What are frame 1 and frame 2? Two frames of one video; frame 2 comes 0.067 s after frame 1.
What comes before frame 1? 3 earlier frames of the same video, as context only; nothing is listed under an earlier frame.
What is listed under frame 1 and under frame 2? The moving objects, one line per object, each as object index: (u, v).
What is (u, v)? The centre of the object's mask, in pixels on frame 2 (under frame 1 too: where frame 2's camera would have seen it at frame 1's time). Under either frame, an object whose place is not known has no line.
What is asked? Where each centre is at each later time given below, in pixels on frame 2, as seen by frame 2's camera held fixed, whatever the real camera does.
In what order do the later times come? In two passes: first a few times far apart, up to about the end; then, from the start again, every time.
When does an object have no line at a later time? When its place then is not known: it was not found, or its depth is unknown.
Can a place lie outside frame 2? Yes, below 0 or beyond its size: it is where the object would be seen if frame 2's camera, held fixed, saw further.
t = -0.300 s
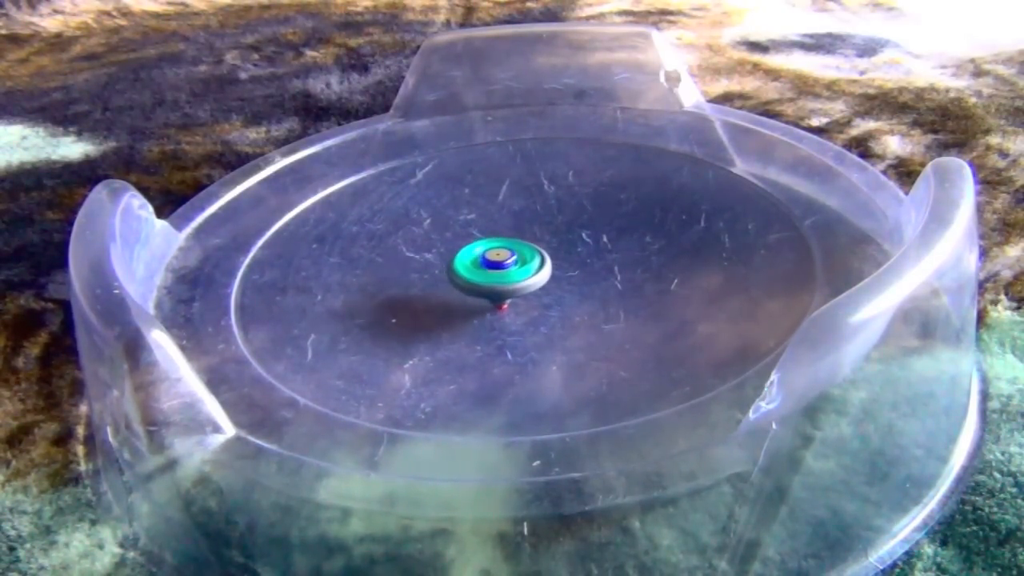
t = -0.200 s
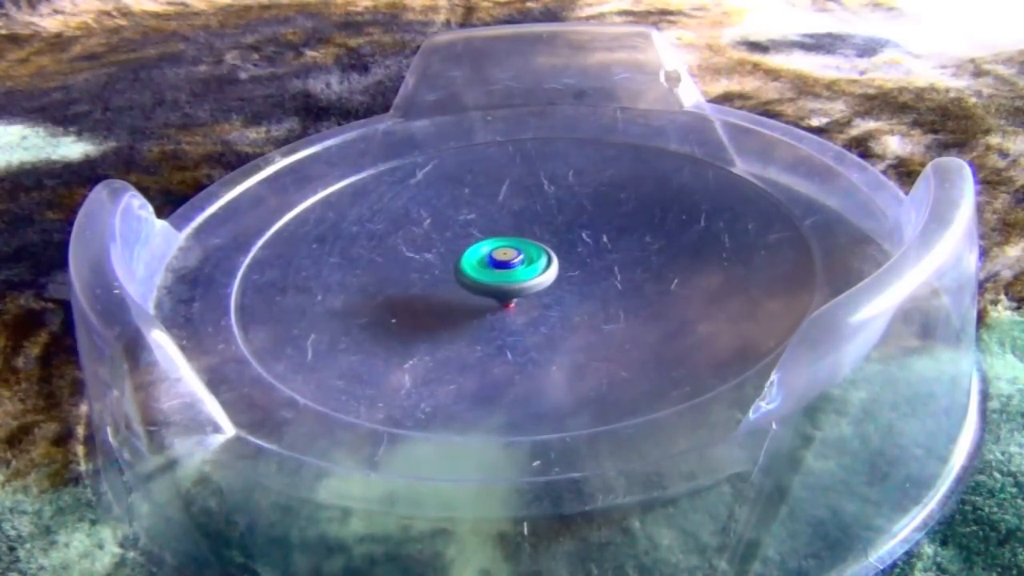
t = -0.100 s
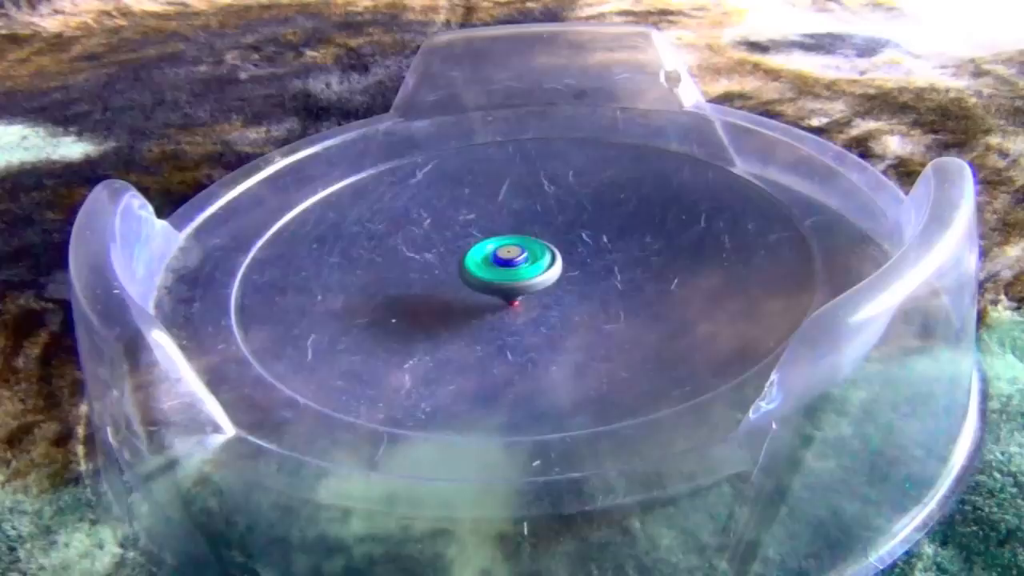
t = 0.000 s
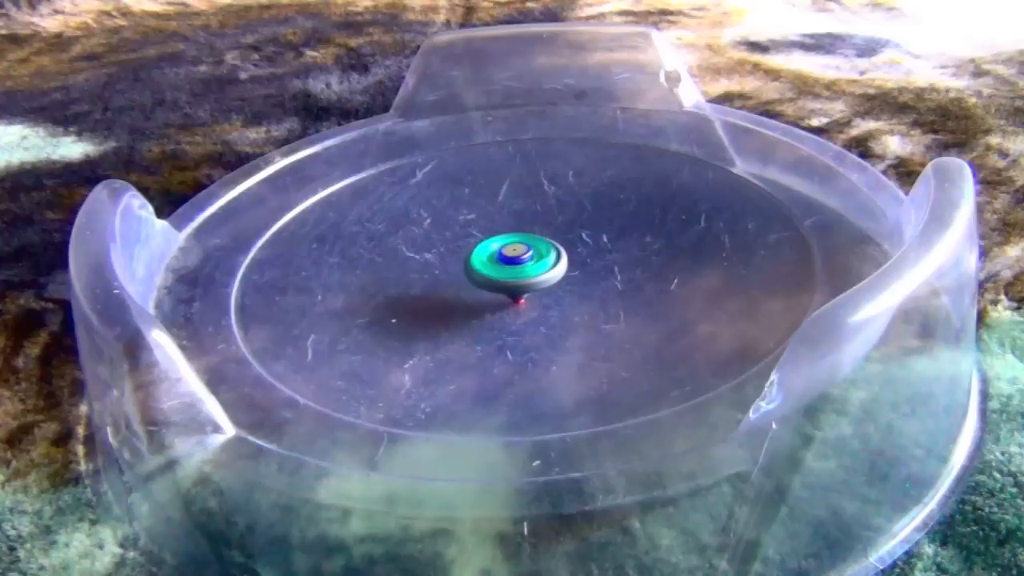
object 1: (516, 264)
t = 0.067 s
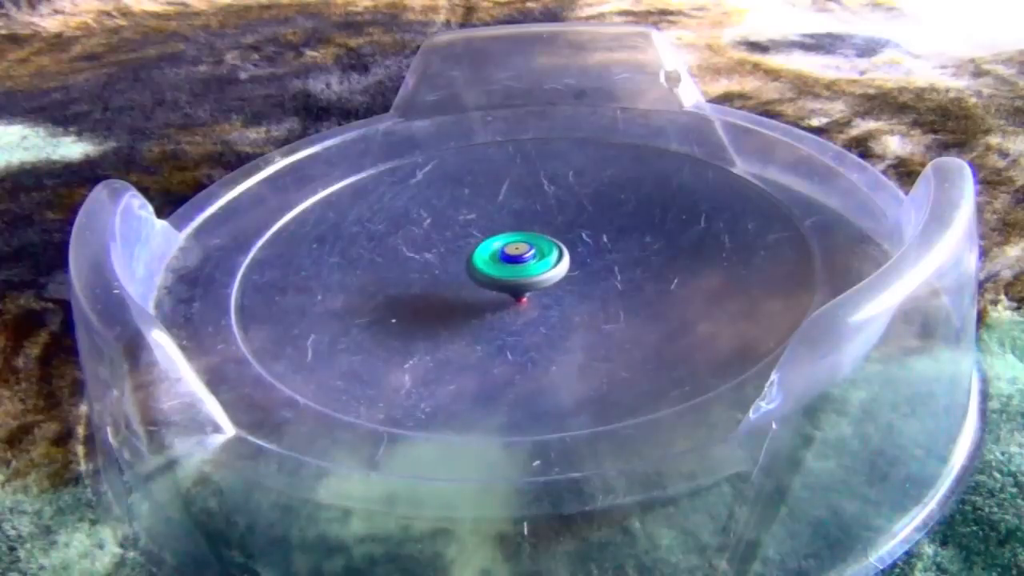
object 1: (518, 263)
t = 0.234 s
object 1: (515, 261)
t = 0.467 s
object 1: (510, 270)
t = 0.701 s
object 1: (519, 278)
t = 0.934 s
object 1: (534, 278)
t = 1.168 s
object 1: (531, 272)
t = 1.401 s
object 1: (503, 274)
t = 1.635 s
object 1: (494, 284)
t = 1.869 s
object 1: (506, 286)
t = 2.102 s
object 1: (511, 274)
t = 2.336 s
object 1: (489, 271)
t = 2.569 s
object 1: (485, 277)
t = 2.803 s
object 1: (513, 274)
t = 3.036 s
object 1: (522, 265)
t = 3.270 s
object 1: (517, 260)
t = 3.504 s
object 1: (505, 266)
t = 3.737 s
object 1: (505, 277)
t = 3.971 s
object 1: (518, 282)
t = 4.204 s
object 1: (529, 279)
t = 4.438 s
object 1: (522, 273)
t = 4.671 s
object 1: (499, 274)
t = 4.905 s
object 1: (491, 279)
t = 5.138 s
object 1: (496, 282)
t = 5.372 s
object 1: (512, 277)
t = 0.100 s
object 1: (518, 262)
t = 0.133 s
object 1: (518, 262)
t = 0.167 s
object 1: (518, 261)
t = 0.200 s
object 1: (517, 261)
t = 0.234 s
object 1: (515, 261)
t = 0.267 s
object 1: (513, 261)
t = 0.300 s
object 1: (512, 262)
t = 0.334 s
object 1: (512, 263)
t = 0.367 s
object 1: (511, 265)
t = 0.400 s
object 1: (511, 266)
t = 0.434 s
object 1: (510, 268)
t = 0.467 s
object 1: (510, 270)
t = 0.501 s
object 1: (510, 272)
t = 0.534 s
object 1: (511, 273)
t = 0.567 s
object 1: (513, 275)
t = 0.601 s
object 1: (514, 276)
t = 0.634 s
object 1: (516, 277)
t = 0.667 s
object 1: (518, 278)
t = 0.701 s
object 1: (519, 278)
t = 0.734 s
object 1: (521, 279)
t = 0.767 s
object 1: (523, 279)
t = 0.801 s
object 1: (526, 279)
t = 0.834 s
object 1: (529, 279)
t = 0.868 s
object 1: (531, 279)
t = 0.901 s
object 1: (533, 278)
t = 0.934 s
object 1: (534, 278)
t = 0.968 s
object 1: (535, 277)
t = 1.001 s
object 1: (536, 277)
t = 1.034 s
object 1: (537, 276)
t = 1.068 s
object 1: (537, 275)
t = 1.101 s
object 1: (536, 274)
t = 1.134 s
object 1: (535, 273)
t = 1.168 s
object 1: (531, 272)
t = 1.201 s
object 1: (528, 272)
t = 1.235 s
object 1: (524, 273)
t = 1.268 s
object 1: (520, 272)
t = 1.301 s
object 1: (516, 273)
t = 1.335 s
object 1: (512, 273)
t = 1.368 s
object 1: (508, 274)
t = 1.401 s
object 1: (503, 274)
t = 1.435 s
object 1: (500, 275)
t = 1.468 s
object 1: (498, 277)
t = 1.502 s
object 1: (496, 278)
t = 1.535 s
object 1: (495, 280)
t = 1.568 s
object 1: (494, 281)
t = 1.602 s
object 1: (494, 283)
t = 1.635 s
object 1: (494, 284)
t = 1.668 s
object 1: (495, 285)
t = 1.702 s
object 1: (495, 285)
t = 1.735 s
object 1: (497, 286)
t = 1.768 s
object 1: (498, 286)
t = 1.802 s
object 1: (500, 287)
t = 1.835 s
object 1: (503, 286)
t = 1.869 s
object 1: (506, 286)
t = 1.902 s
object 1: (509, 284)
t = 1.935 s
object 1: (512, 283)
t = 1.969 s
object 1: (514, 281)
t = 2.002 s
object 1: (515, 279)
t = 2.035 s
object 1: (515, 278)
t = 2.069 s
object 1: (513, 276)
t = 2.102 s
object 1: (511, 274)
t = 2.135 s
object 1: (508, 272)
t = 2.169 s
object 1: (504, 271)
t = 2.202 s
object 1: (501, 270)
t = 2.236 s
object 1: (497, 270)
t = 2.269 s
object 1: (494, 270)
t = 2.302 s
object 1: (492, 271)
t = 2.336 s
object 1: (489, 271)
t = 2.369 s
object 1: (488, 271)
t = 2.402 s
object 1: (486, 272)
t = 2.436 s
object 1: (484, 273)
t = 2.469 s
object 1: (484, 274)
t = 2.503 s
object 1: (483, 275)
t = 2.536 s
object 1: (484, 276)
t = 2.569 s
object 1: (485, 277)
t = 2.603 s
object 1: (489, 278)
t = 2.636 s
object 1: (493, 278)
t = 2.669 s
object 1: (497, 279)
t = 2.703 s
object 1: (502, 278)
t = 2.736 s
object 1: (507, 278)
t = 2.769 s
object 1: (510, 276)
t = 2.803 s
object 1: (513, 274)
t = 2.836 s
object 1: (515, 272)
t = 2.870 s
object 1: (517, 271)
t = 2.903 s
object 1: (518, 269)
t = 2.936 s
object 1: (520, 268)
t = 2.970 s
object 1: (521, 267)
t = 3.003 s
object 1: (522, 266)
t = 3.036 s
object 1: (522, 265)
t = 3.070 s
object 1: (522, 264)
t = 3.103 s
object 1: (522, 263)
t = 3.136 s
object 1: (521, 262)
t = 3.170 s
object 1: (521, 261)
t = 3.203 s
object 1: (520, 261)
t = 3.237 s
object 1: (519, 260)
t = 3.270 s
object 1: (517, 260)
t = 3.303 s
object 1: (515, 260)
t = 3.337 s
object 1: (513, 260)
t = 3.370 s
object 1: (510, 261)
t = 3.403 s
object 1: (509, 262)
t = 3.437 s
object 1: (508, 264)
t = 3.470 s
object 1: (506, 265)
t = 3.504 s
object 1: (505, 266)
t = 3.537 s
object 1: (504, 268)
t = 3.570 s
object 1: (503, 270)
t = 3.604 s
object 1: (502, 272)
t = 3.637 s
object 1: (502, 274)
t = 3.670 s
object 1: (502, 275)
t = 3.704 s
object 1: (503, 276)
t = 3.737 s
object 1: (505, 277)
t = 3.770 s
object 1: (506, 278)
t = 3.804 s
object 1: (508, 279)
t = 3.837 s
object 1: (510, 280)
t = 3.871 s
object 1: (512, 280)
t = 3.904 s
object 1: (515, 281)
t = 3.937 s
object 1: (517, 282)
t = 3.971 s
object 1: (518, 282)
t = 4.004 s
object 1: (520, 282)
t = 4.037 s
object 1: (522, 281)
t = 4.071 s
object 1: (524, 281)
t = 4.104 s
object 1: (526, 281)
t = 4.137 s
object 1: (527, 280)
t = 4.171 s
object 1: (528, 280)
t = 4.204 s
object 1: (529, 279)
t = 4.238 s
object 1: (529, 278)
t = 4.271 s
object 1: (530, 277)
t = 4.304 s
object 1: (530, 276)
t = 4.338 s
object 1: (528, 275)
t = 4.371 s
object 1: (527, 274)
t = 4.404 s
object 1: (525, 274)
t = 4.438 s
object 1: (522, 273)
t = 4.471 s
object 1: (519, 272)
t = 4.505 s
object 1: (517, 272)
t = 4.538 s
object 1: (514, 272)
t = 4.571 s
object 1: (510, 272)
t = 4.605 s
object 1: (506, 272)
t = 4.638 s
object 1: (503, 273)
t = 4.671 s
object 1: (499, 274)
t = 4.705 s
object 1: (496, 275)
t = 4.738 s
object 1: (495, 276)
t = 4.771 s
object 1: (493, 277)
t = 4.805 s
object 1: (492, 278)
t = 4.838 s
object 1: (491, 278)
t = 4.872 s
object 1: (491, 279)
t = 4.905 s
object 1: (491, 279)
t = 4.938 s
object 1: (491, 280)
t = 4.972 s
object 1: (491, 280)
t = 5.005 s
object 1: (491, 281)
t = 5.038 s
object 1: (492, 281)
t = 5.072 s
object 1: (493, 281)
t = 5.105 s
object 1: (494, 281)
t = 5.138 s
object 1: (496, 282)
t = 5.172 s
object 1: (497, 282)
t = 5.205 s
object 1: (500, 282)
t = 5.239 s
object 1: (503, 281)
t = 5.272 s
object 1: (506, 280)
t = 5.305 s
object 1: (508, 279)
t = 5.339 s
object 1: (510, 278)
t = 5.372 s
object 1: (512, 277)
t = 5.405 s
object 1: (513, 275)
